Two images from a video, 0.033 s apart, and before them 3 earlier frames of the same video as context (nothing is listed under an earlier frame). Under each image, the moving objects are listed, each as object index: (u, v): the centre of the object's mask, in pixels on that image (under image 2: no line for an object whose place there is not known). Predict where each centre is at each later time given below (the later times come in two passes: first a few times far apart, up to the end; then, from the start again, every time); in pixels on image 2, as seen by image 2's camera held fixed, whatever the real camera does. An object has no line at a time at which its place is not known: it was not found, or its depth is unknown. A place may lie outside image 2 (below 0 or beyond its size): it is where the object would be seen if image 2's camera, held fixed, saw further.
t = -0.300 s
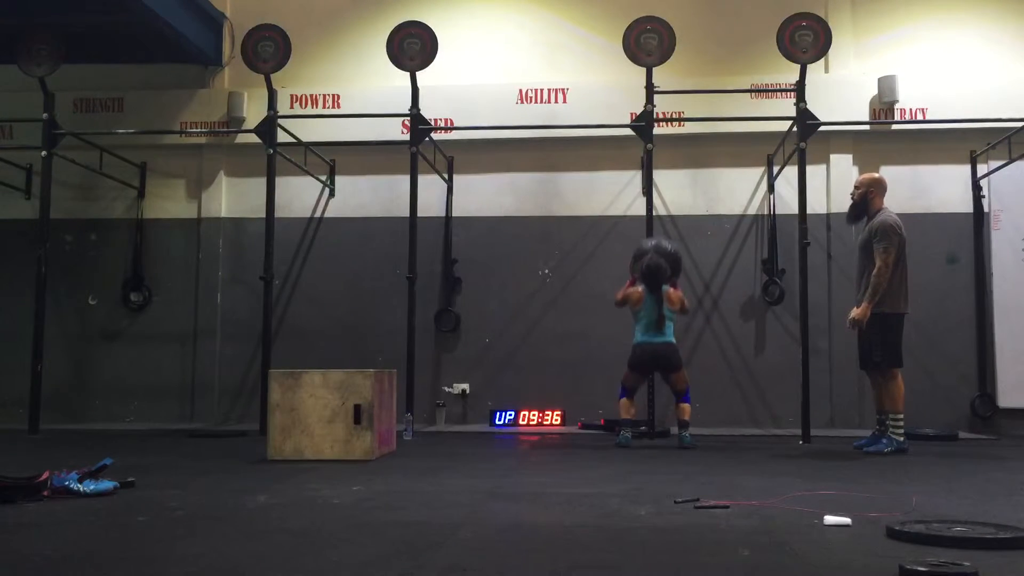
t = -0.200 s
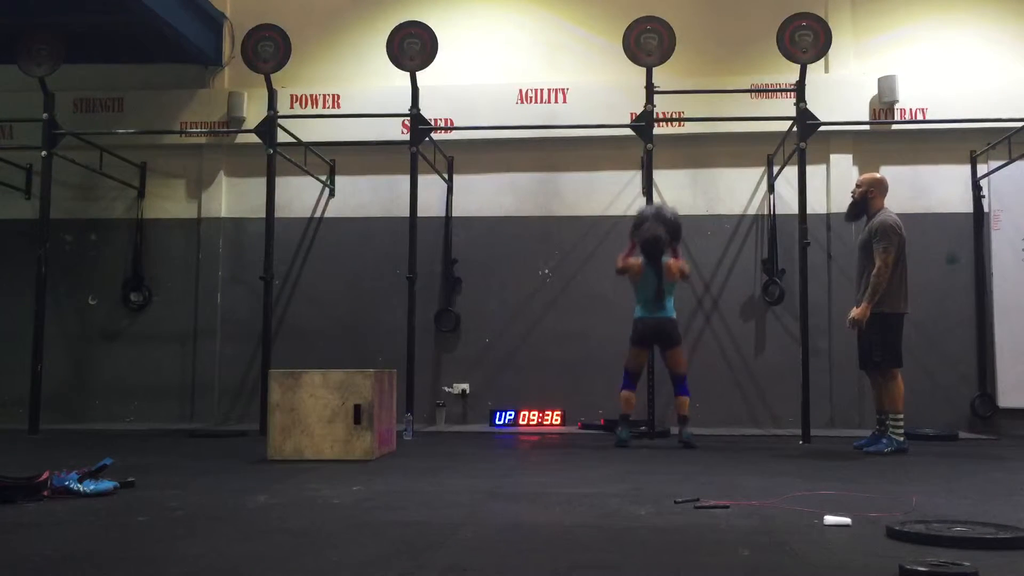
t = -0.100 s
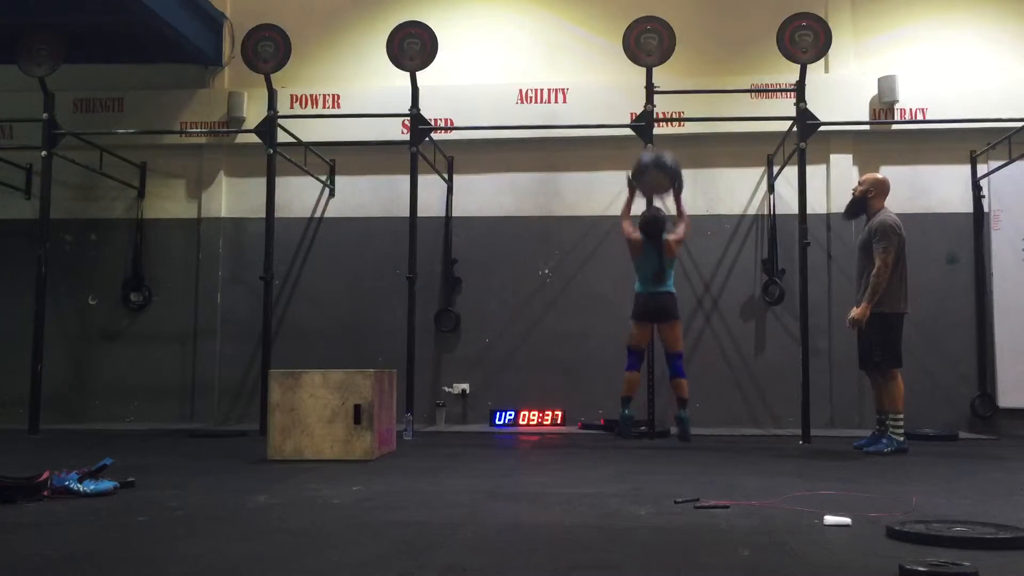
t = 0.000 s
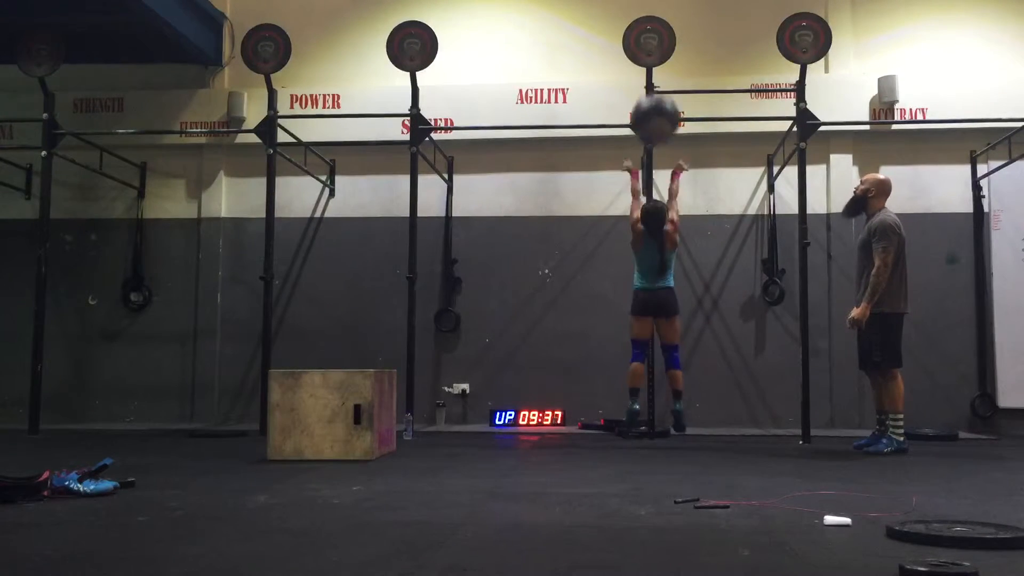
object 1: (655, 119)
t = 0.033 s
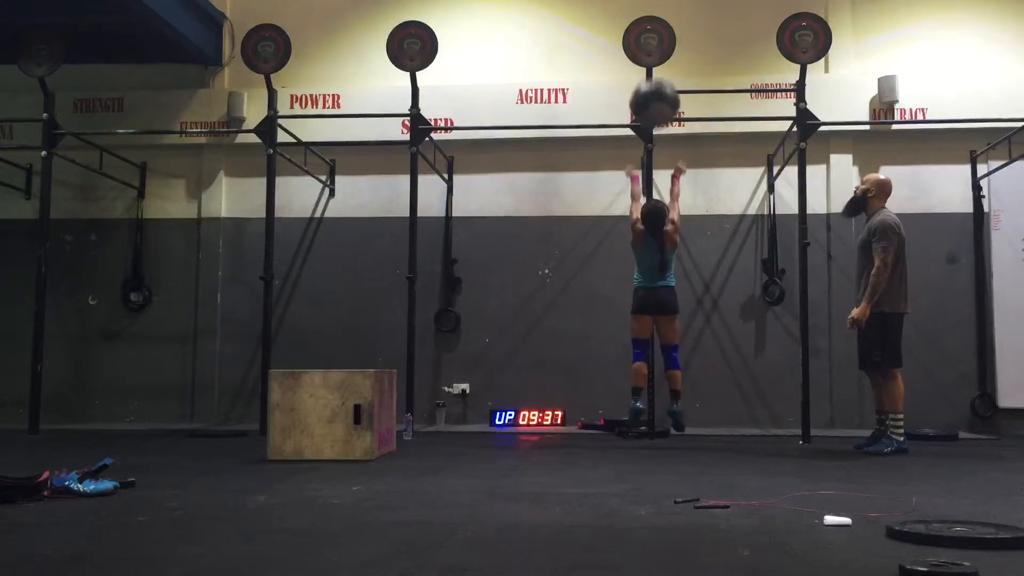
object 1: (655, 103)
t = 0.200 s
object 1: (653, 49)
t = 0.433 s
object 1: (651, 37)
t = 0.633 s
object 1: (653, 65)
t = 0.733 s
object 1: (654, 100)
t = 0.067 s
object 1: (654, 90)
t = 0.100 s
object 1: (654, 77)
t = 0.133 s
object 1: (654, 67)
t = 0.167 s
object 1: (653, 57)
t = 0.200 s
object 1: (653, 49)
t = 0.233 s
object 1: (650, 42)
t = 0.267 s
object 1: (650, 41)
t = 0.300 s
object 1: (652, 38)
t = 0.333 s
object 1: (652, 36)
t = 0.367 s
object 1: (652, 35)
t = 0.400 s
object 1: (652, 36)
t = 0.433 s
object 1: (651, 37)
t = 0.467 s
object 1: (651, 39)
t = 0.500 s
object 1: (649, 42)
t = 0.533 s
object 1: (650, 43)
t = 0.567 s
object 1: (652, 50)
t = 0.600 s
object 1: (652, 57)
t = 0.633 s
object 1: (653, 65)
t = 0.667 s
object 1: (653, 76)
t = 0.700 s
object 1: (654, 88)
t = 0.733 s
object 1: (654, 100)
